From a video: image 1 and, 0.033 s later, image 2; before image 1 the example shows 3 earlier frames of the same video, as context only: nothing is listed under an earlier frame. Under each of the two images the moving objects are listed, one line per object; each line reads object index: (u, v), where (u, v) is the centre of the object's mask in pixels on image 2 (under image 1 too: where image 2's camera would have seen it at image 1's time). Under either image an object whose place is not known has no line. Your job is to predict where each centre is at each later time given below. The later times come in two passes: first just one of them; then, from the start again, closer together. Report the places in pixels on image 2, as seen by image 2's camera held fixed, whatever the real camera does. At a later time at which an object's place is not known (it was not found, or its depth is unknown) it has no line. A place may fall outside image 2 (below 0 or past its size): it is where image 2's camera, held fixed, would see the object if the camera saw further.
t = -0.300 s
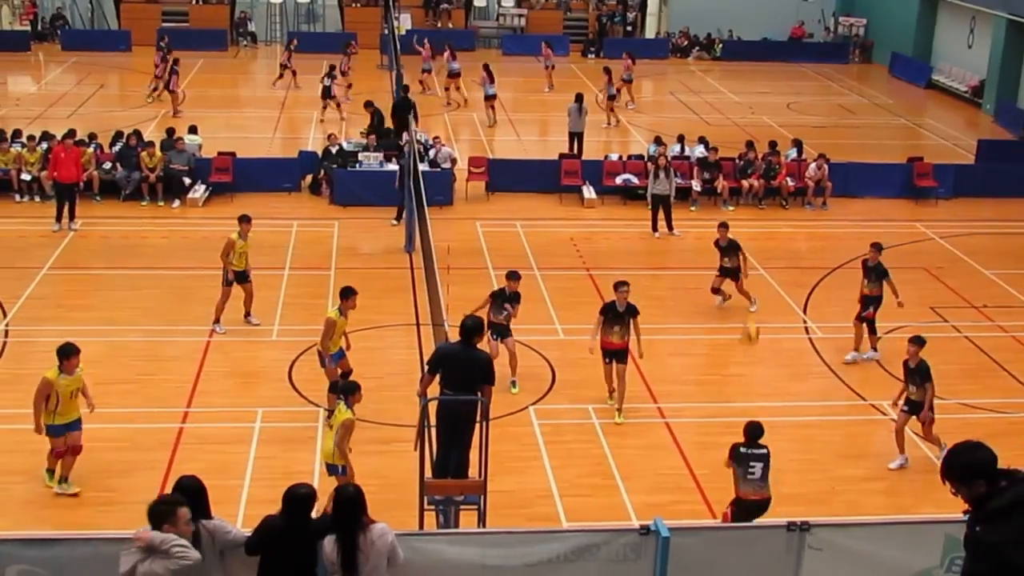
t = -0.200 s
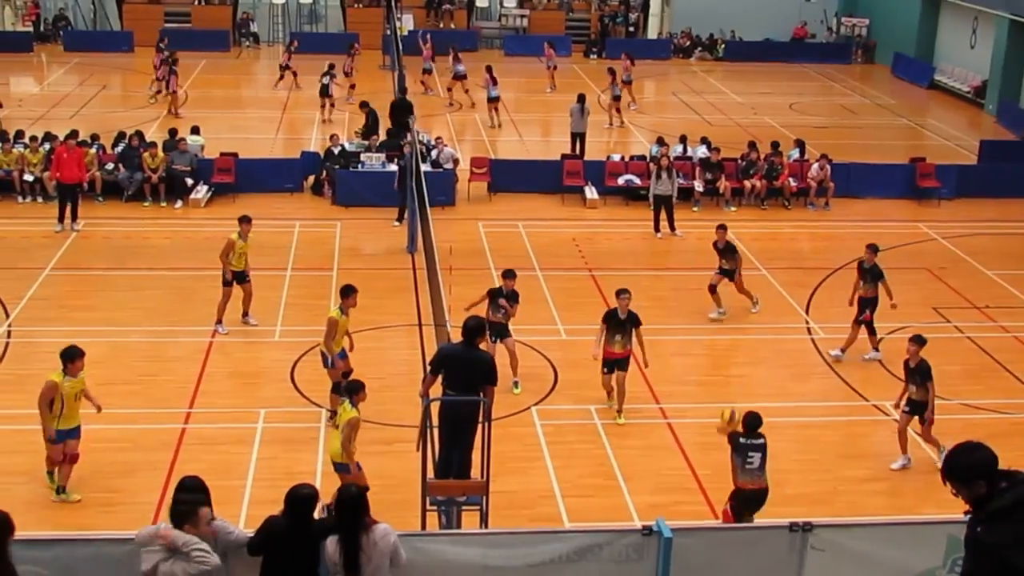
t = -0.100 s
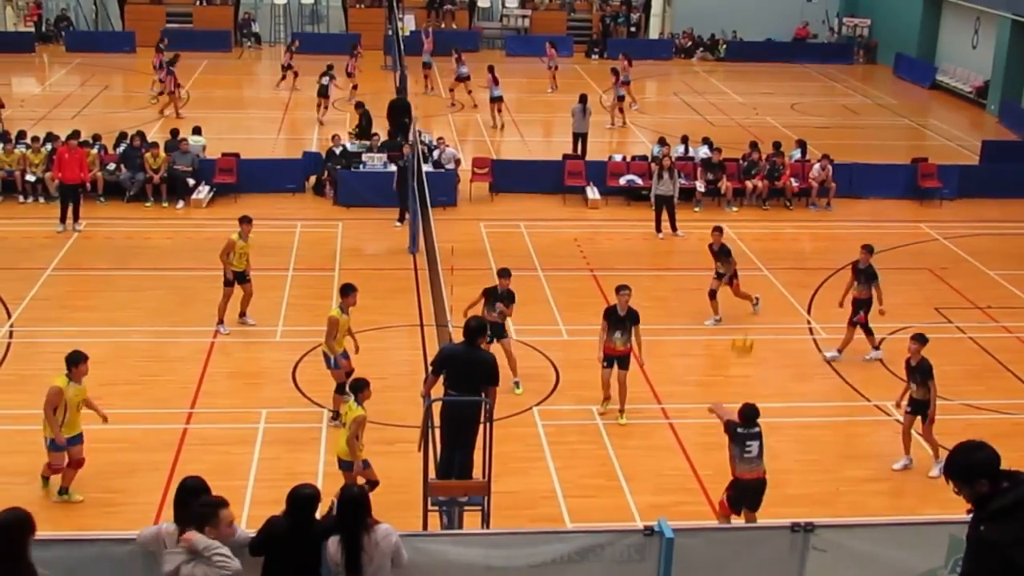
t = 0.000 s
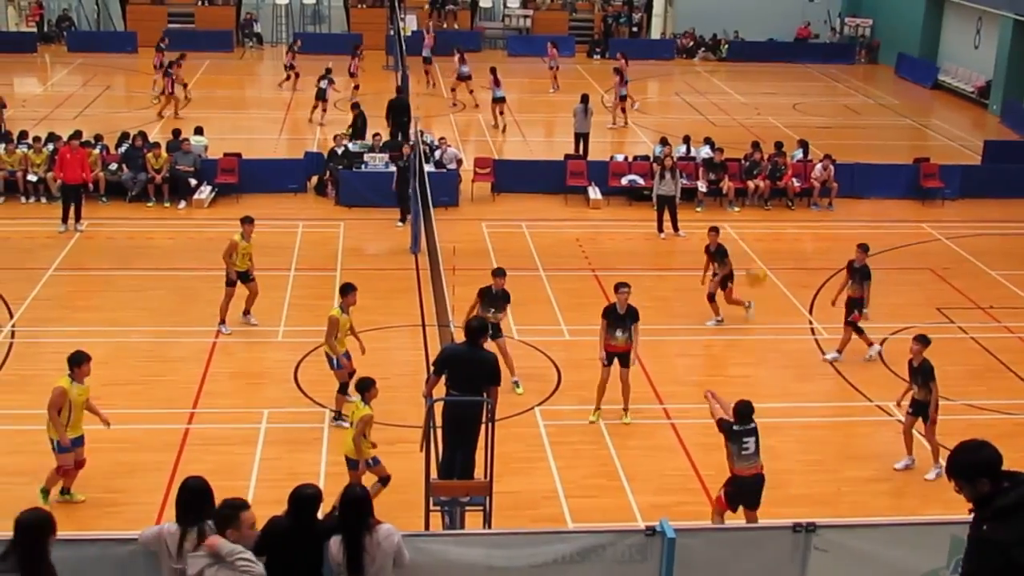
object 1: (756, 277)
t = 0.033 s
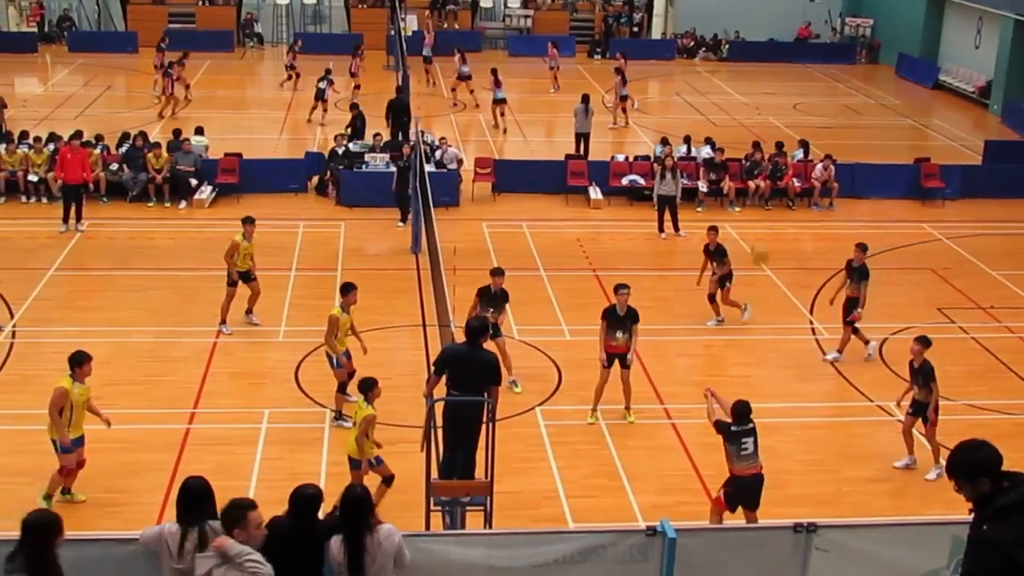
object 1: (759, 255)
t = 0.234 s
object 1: (778, 146)
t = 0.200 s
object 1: (776, 164)
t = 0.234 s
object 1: (778, 146)
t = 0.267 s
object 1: (781, 134)
